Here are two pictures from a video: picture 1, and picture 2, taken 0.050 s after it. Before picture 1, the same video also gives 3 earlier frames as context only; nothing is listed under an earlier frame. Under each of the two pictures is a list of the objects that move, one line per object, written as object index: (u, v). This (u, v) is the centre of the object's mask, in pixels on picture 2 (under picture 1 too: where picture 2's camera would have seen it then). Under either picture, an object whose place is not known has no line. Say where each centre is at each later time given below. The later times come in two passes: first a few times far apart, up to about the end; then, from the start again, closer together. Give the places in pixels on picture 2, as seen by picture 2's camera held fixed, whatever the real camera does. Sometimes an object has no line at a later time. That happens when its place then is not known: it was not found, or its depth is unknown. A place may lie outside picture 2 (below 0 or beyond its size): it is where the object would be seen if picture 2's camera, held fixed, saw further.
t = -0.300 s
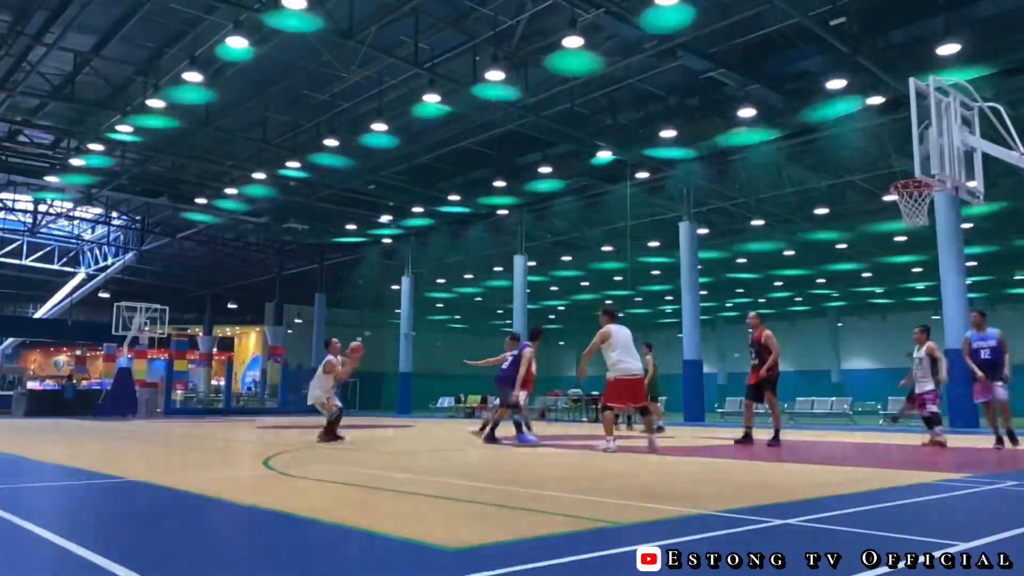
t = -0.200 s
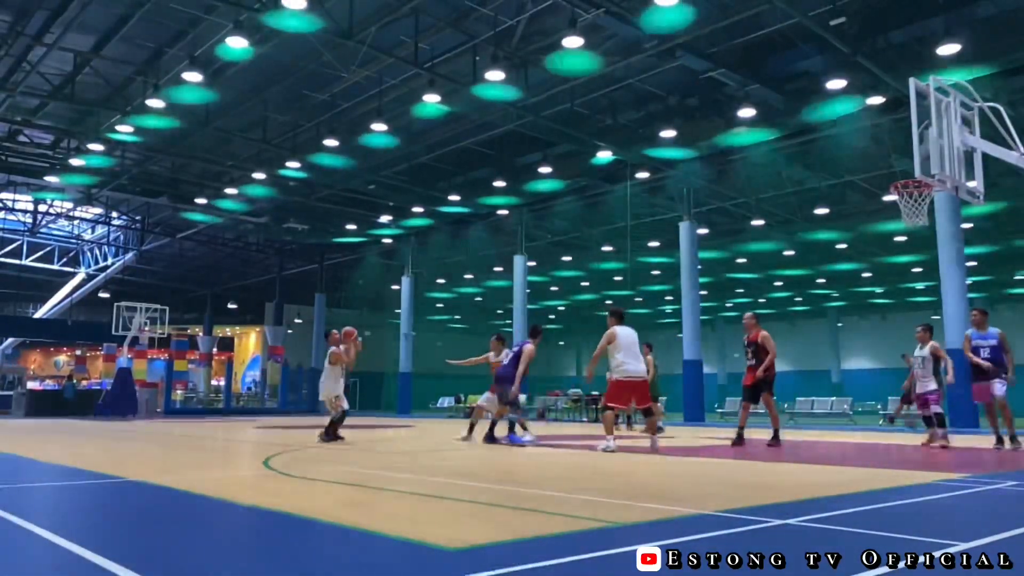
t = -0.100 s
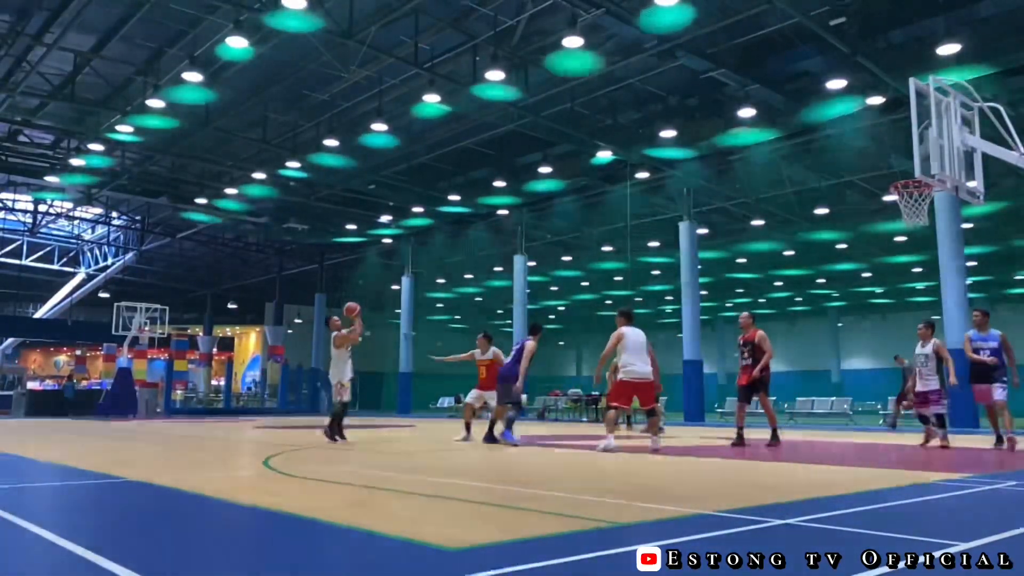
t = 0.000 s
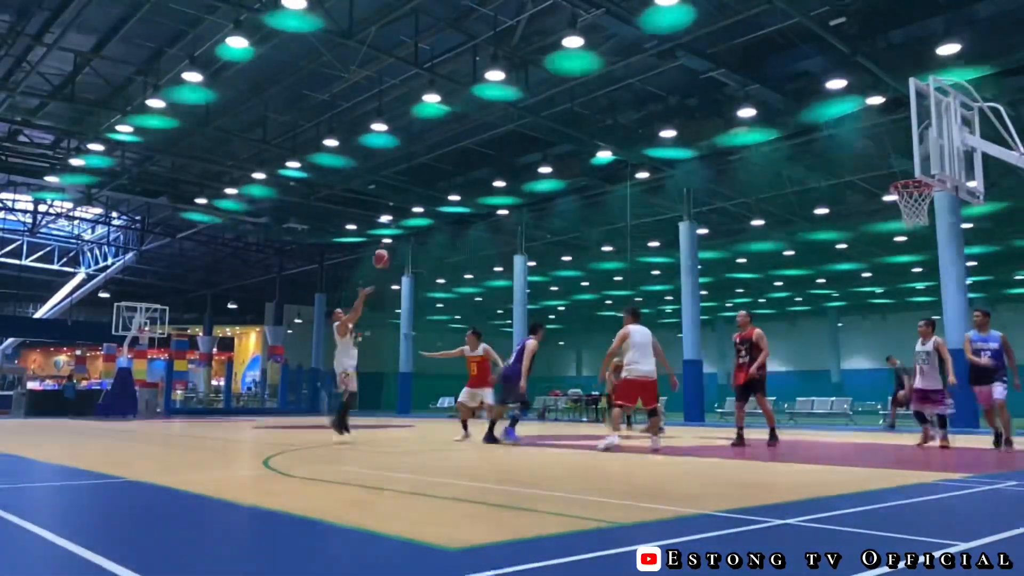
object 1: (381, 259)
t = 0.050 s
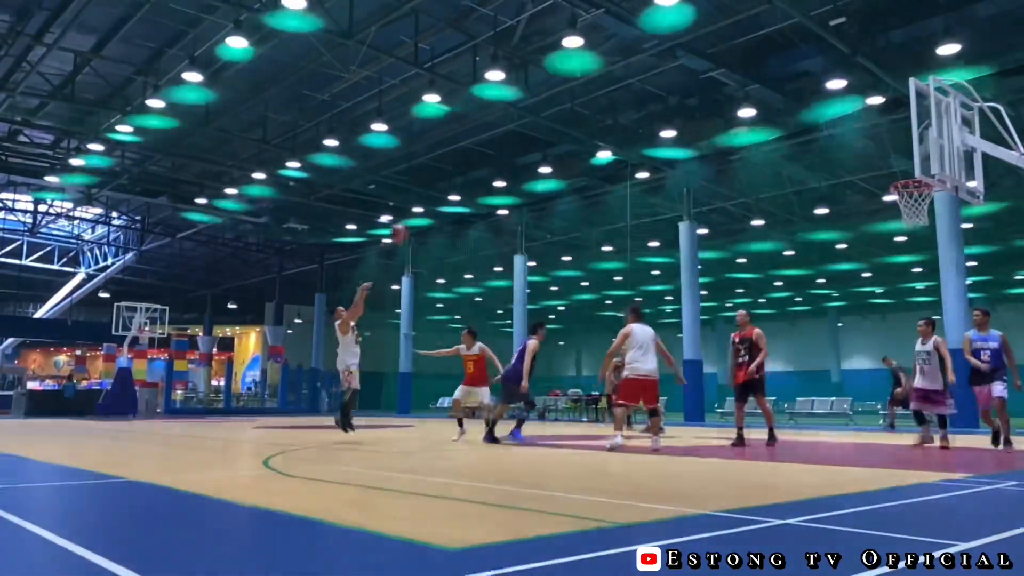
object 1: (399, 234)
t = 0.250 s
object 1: (469, 148)
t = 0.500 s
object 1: (556, 80)
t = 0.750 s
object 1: (648, 53)
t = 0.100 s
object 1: (417, 209)
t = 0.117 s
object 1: (423, 201)
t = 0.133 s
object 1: (428, 194)
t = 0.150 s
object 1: (434, 188)
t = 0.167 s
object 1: (440, 180)
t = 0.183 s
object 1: (446, 174)
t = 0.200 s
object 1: (452, 167)
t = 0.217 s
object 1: (458, 161)
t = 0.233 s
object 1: (464, 155)
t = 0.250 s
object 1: (469, 148)
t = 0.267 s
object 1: (475, 142)
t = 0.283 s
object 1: (481, 137)
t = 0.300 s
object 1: (487, 131)
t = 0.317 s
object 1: (492, 126)
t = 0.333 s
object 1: (498, 121)
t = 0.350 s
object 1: (504, 116)
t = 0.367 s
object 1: (510, 111)
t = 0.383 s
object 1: (515, 106)
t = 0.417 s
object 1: (527, 98)
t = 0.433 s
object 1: (533, 94)
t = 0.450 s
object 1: (539, 90)
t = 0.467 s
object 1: (545, 86)
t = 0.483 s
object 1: (551, 83)
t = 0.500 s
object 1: (556, 80)
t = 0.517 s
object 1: (563, 77)
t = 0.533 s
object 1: (568, 75)
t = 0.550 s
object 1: (575, 73)
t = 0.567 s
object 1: (582, 69)
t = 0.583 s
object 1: (588, 67)
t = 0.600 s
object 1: (594, 64)
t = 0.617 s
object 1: (600, 61)
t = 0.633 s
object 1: (606, 60)
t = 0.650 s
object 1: (612, 59)
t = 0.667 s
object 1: (617, 57)
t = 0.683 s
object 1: (624, 56)
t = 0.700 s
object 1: (630, 55)
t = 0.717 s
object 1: (636, 53)
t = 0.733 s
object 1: (643, 53)
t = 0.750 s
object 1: (648, 53)
